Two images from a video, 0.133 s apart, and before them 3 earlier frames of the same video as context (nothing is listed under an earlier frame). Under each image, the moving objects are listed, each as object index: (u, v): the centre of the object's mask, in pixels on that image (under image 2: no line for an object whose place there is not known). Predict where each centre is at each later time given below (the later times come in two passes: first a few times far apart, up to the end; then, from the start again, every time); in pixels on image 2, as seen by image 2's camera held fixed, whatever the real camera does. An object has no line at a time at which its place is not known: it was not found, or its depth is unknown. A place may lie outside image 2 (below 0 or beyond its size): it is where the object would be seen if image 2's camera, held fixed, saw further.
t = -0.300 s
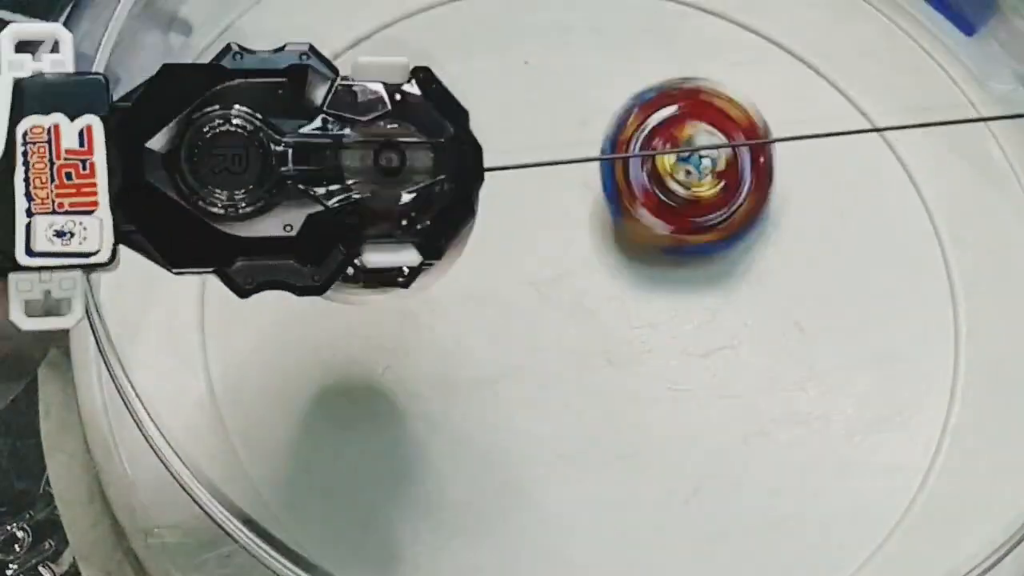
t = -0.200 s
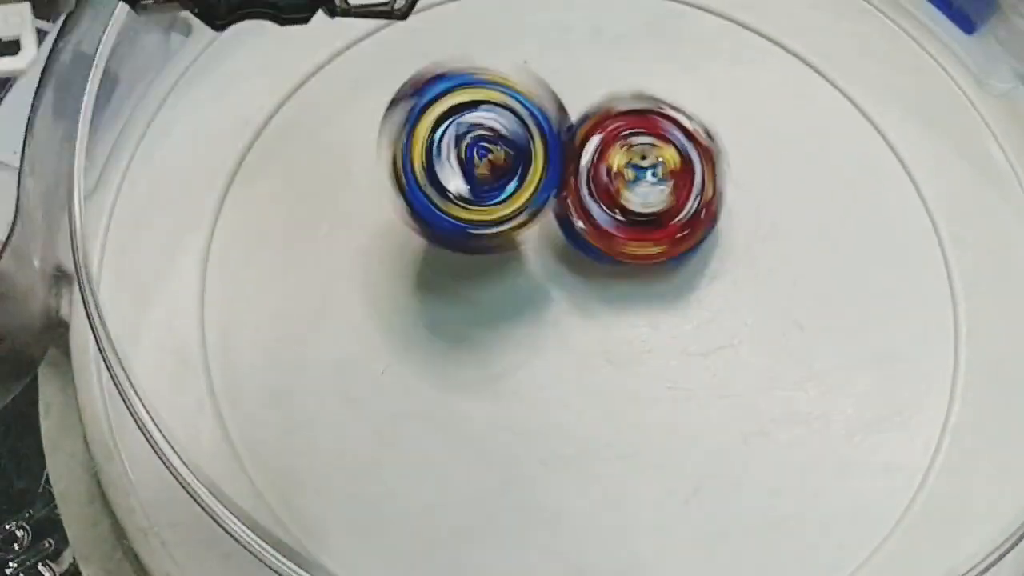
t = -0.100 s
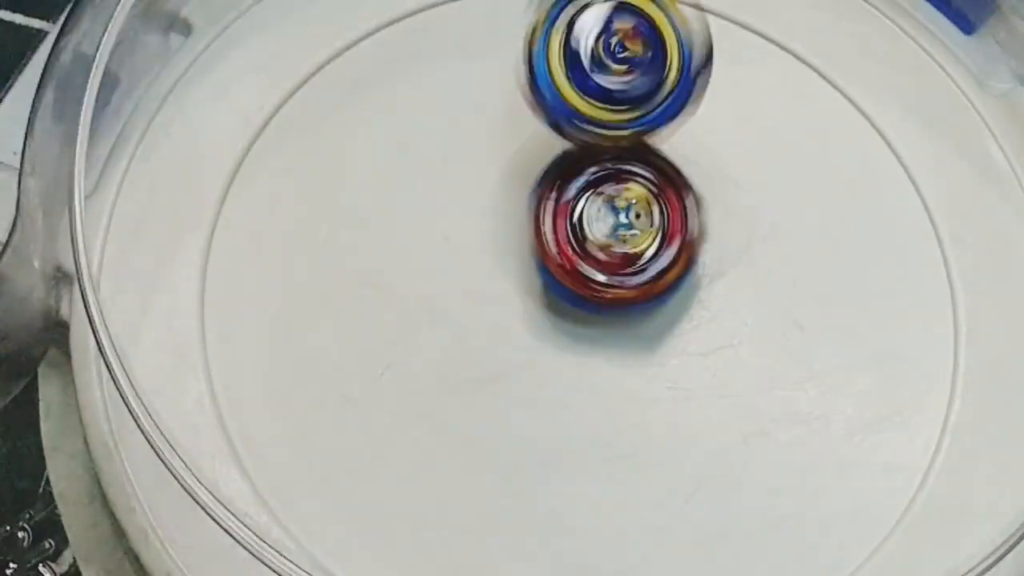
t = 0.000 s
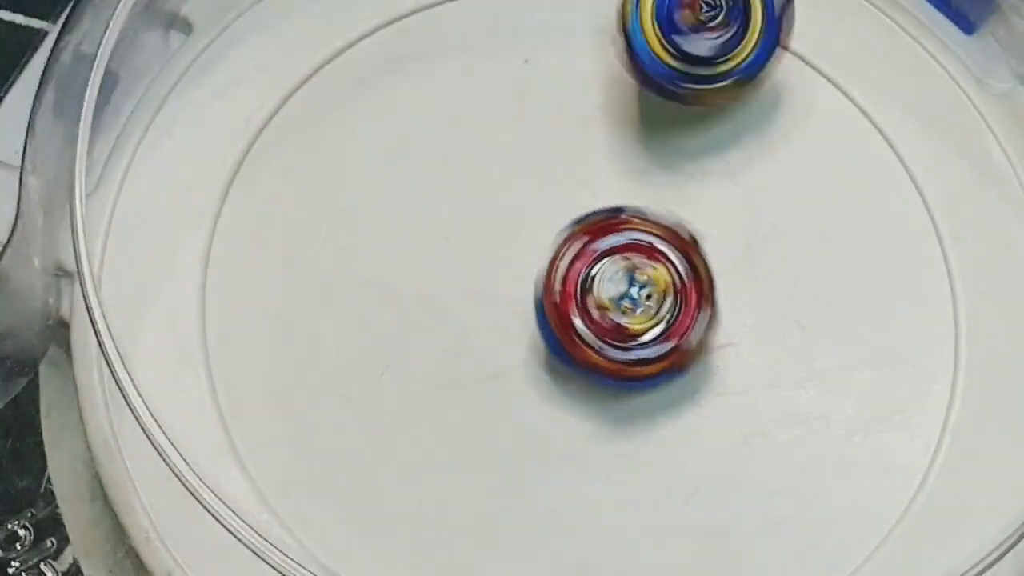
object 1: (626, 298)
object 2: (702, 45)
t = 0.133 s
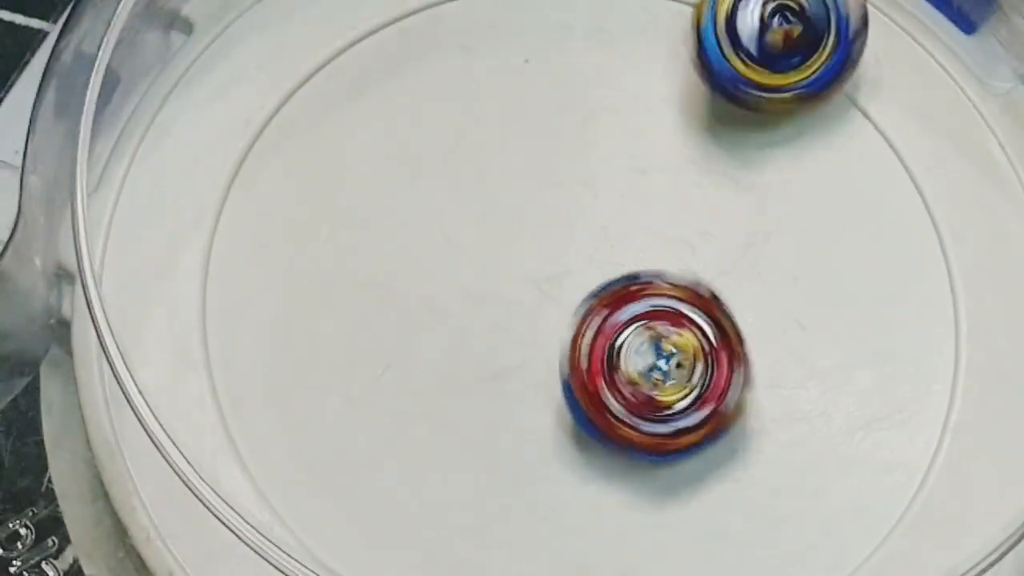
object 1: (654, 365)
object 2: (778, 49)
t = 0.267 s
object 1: (686, 376)
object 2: (776, 114)
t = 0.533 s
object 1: (626, 411)
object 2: (680, 224)
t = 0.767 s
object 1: (563, 426)
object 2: (627, 225)
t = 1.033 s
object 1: (617, 409)
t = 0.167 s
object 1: (661, 377)
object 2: (783, 58)
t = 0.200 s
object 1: (669, 383)
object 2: (789, 67)
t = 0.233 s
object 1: (679, 376)
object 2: (786, 87)
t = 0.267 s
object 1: (686, 376)
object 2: (776, 114)
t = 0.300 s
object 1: (693, 367)
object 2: (765, 143)
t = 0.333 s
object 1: (702, 351)
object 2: (748, 176)
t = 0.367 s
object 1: (704, 345)
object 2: (736, 185)
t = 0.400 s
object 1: (697, 356)
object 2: (721, 197)
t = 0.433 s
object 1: (677, 378)
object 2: (709, 206)
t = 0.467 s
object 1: (661, 385)
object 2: (700, 210)
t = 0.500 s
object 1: (643, 392)
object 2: (691, 215)
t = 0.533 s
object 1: (626, 411)
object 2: (680, 224)
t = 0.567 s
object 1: (621, 404)
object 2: (669, 231)
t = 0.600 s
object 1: (611, 405)
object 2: (658, 241)
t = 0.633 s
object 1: (599, 405)
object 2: (653, 239)
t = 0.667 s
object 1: (587, 412)
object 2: (644, 237)
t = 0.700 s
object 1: (581, 418)
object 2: (633, 240)
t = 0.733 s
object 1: (580, 412)
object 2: (628, 237)
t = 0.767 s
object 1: (563, 426)
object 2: (627, 225)
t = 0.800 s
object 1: (549, 448)
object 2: (641, 198)
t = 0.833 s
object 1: (547, 459)
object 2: (647, 178)
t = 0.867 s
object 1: (543, 464)
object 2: (657, 157)
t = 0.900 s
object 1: (546, 475)
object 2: (663, 148)
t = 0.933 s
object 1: (558, 465)
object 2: (667, 142)
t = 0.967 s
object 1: (572, 454)
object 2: (675, 141)
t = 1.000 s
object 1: (597, 432)
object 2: (683, 146)
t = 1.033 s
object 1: (617, 409)
